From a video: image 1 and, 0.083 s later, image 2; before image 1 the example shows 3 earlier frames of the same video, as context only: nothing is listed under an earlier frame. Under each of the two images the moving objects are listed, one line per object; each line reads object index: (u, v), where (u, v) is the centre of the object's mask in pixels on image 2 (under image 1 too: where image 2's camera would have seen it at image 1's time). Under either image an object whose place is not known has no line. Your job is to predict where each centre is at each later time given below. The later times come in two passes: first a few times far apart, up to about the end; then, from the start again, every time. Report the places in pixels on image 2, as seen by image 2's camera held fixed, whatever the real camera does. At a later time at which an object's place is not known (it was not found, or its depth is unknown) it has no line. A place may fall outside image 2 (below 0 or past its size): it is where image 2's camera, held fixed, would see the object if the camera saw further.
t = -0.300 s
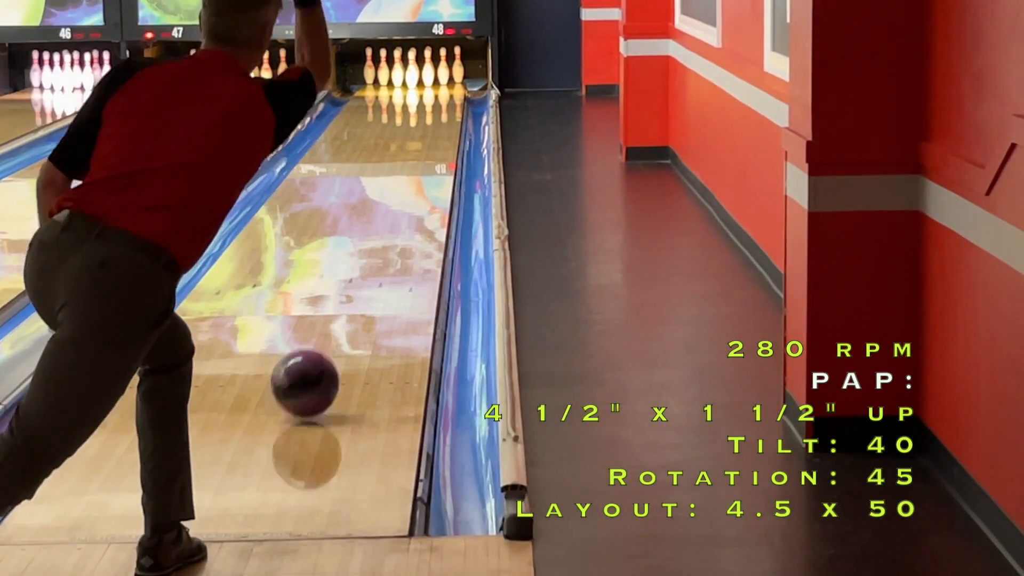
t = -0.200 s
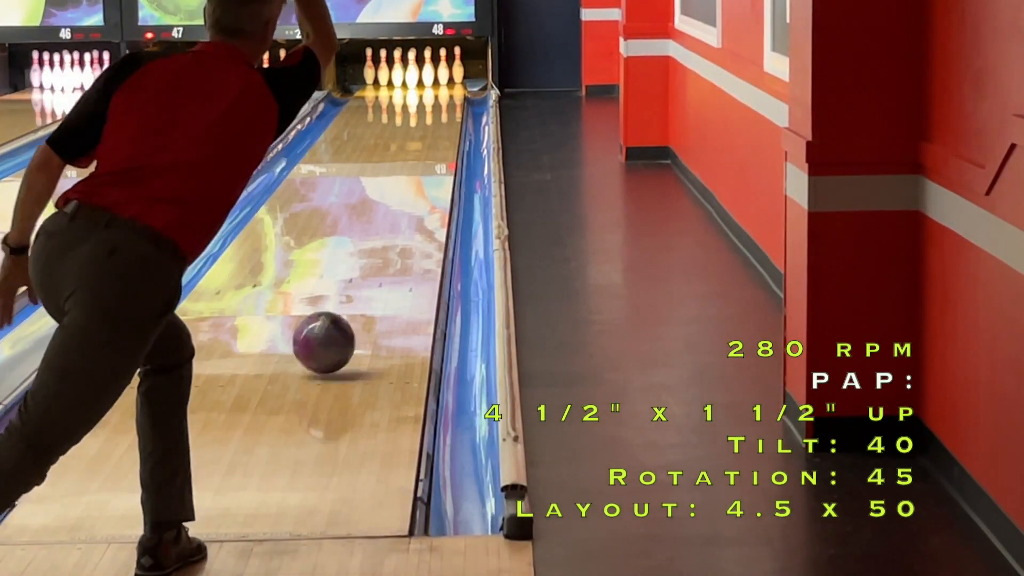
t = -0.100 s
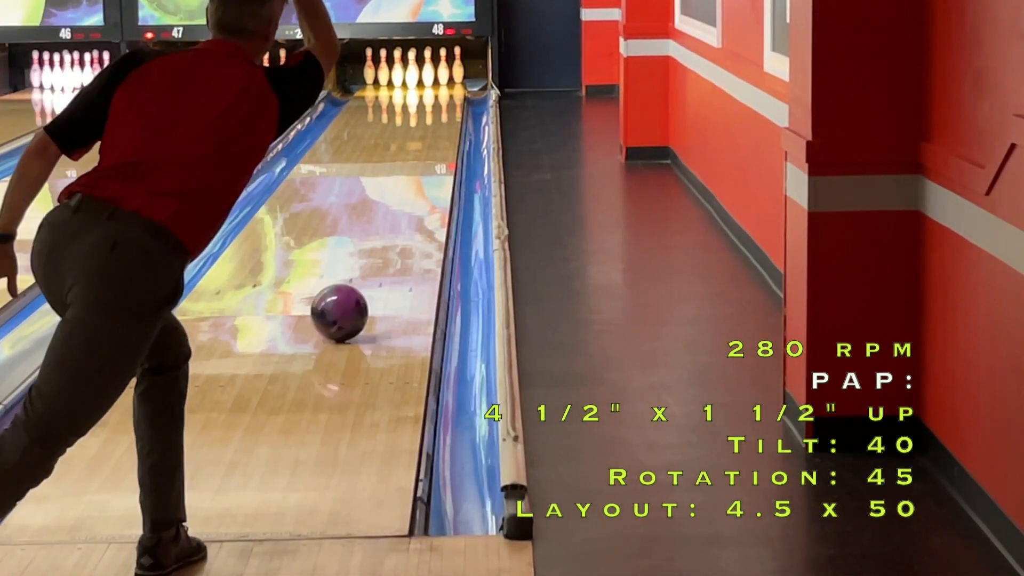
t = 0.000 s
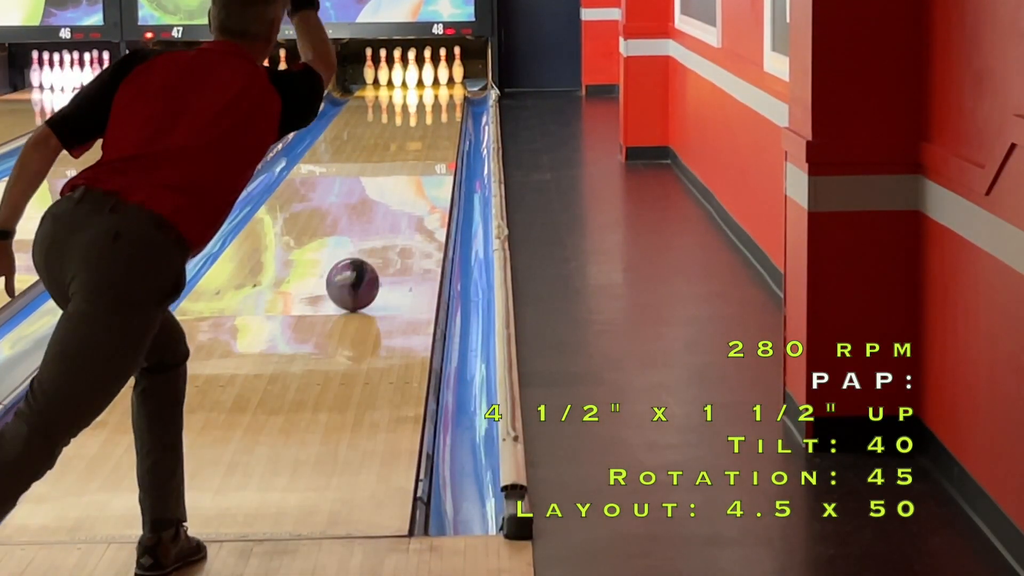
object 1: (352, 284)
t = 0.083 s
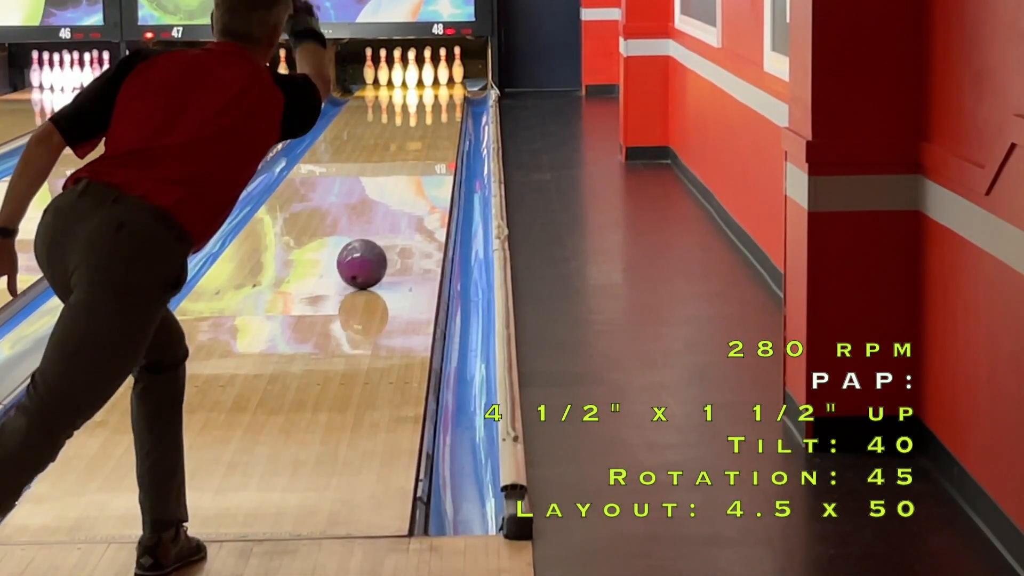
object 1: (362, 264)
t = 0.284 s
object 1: (380, 225)
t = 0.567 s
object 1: (399, 182)
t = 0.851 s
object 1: (412, 152)
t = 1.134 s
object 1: (421, 127)
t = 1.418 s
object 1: (426, 109)
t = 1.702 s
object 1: (427, 95)
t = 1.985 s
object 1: (422, 83)
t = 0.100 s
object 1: (364, 260)
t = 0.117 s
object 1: (365, 257)
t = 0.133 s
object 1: (367, 253)
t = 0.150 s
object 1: (368, 250)
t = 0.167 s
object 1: (370, 247)
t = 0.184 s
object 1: (372, 243)
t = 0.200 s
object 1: (373, 240)
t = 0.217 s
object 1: (375, 237)
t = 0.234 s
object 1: (376, 234)
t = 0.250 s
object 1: (378, 231)
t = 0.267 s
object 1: (379, 228)
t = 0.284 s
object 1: (380, 225)
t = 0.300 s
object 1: (382, 221)
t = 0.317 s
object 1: (383, 219)
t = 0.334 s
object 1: (384, 216)
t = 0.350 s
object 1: (385, 213)
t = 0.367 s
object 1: (386, 210)
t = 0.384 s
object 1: (388, 208)
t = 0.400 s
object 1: (389, 205)
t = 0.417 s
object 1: (390, 203)
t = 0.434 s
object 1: (391, 200)
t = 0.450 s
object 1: (392, 198)
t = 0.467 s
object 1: (393, 196)
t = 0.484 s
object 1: (394, 193)
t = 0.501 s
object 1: (395, 191)
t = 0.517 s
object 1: (396, 189)
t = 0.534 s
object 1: (397, 187)
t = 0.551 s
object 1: (398, 184)
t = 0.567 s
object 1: (399, 182)
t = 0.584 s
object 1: (400, 180)
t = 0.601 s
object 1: (401, 178)
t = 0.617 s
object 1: (402, 176)
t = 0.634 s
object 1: (403, 174)
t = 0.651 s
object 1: (403, 173)
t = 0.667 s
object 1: (404, 171)
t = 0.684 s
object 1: (405, 169)
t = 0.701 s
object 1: (406, 167)
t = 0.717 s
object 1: (406, 165)
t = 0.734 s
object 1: (407, 163)
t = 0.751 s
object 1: (408, 162)
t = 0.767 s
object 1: (409, 160)
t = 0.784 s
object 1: (409, 158)
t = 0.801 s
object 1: (410, 156)
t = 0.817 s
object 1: (411, 155)
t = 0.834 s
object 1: (411, 153)
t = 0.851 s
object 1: (412, 152)
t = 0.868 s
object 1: (413, 150)
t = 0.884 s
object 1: (413, 149)
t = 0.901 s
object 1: (414, 147)
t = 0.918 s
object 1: (415, 145)
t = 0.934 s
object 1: (415, 144)
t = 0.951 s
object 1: (416, 143)
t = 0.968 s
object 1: (416, 141)
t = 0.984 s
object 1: (417, 139)
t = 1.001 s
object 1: (417, 138)
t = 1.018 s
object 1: (417, 137)
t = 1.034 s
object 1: (418, 135)
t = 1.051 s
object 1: (419, 134)
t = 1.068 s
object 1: (419, 133)
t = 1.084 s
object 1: (419, 131)
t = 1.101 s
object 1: (420, 130)
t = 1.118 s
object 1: (420, 129)
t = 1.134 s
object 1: (421, 127)
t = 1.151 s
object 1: (421, 126)
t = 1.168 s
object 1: (422, 125)
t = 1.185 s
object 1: (422, 124)
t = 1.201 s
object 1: (423, 123)
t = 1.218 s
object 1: (423, 122)
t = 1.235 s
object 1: (423, 121)
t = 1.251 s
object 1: (423, 119)
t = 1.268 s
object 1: (424, 118)
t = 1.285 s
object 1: (424, 117)
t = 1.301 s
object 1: (424, 116)
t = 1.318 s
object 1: (425, 115)
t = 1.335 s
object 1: (425, 114)
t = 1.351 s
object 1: (425, 113)
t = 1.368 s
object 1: (426, 112)
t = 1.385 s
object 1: (426, 111)
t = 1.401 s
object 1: (426, 110)
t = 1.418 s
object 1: (426, 109)
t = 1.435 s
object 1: (427, 108)
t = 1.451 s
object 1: (427, 107)
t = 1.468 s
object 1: (427, 106)
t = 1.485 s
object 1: (427, 105)
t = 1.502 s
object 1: (427, 104)
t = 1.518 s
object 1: (427, 103)
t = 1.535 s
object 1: (427, 102)
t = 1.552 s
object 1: (427, 101)
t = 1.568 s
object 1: (427, 101)
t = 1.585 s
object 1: (427, 100)
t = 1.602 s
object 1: (427, 99)
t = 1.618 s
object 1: (427, 99)
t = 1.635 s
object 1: (427, 98)
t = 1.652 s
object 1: (427, 97)
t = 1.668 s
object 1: (427, 96)
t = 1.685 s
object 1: (427, 95)
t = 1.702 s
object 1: (427, 95)
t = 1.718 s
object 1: (426, 94)
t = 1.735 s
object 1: (426, 93)
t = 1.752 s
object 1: (426, 92)
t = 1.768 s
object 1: (426, 92)
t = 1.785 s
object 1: (426, 91)
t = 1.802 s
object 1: (426, 90)
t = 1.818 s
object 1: (425, 89)
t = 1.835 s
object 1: (425, 89)
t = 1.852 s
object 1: (424, 88)
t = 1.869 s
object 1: (424, 87)
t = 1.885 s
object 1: (424, 86)
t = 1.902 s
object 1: (424, 86)
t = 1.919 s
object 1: (423, 85)
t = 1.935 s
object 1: (423, 85)
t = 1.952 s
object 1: (422, 84)
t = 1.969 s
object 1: (422, 83)
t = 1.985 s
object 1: (422, 83)
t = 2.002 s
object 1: (421, 82)
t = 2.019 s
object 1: (420, 81)
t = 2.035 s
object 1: (420, 81)
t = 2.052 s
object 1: (419, 81)
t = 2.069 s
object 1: (419, 80)
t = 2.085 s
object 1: (419, 79)
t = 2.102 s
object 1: (418, 79)
